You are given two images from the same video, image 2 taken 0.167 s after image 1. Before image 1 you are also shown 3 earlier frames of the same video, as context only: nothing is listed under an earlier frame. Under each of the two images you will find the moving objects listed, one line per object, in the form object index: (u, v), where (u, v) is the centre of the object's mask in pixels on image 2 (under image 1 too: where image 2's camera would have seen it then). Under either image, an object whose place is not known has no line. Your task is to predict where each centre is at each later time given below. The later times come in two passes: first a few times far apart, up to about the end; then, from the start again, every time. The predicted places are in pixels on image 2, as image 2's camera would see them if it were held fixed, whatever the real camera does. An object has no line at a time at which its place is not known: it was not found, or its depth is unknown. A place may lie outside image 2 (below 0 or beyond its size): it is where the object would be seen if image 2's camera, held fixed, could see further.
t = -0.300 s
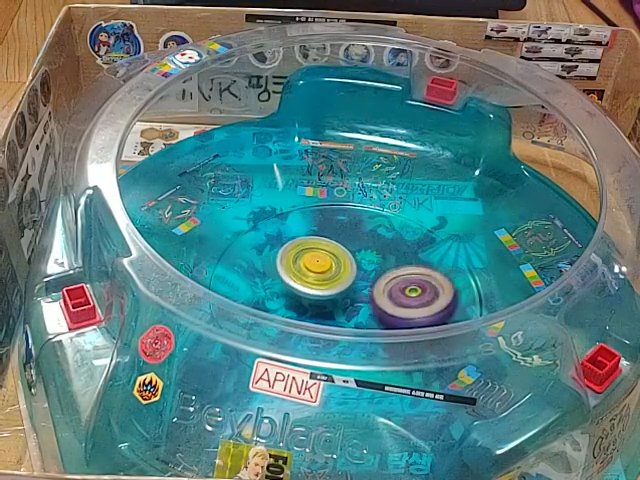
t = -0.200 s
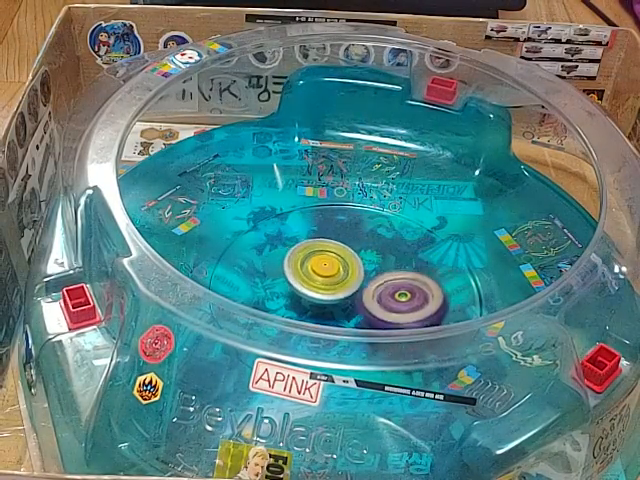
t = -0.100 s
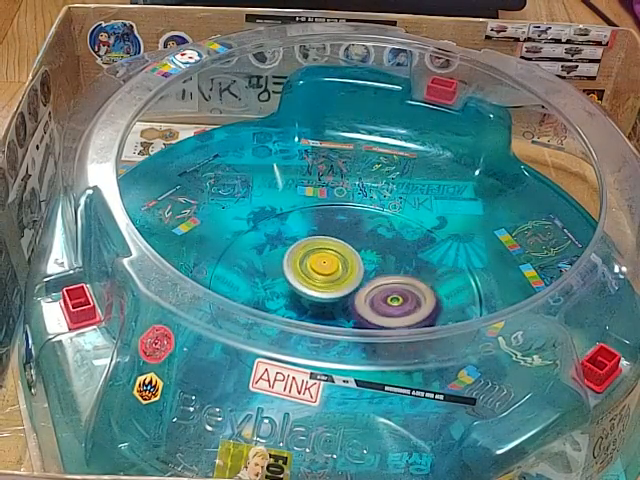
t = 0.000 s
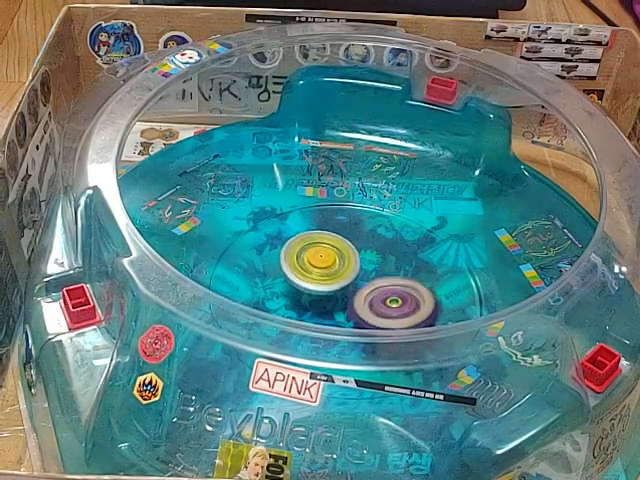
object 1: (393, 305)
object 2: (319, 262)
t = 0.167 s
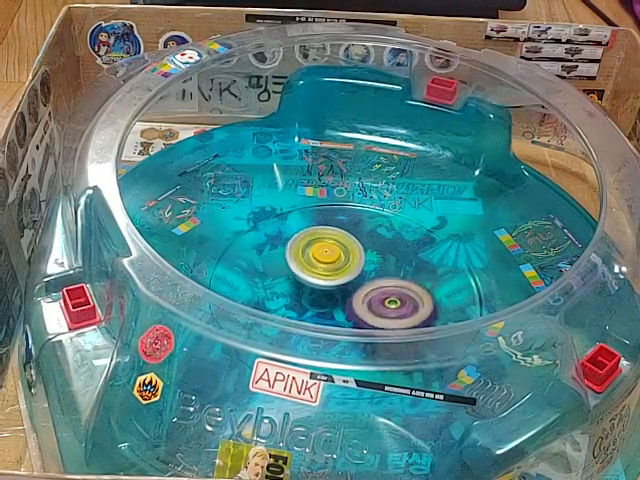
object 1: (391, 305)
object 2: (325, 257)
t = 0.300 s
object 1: (387, 308)
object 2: (329, 257)
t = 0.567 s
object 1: (367, 310)
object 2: (340, 259)
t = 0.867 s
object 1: (348, 309)
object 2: (349, 249)
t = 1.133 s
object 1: (330, 305)
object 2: (356, 249)
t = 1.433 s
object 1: (324, 303)
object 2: (370, 254)
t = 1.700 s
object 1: (313, 301)
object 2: (380, 252)
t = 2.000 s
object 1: (306, 295)
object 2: (375, 260)
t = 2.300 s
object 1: (298, 287)
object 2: (386, 267)
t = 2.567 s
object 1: (295, 270)
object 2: (400, 282)
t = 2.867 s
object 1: (306, 267)
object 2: (387, 288)
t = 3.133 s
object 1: (302, 253)
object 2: (369, 300)
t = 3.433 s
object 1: (293, 230)
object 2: (385, 314)
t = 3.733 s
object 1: (319, 254)
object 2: (383, 298)
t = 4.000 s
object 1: (325, 244)
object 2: (424, 339)
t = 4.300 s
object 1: (337, 273)
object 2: (383, 315)
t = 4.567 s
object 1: (326, 242)
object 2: (374, 327)
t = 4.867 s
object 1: (333, 238)
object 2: (367, 295)
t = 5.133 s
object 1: (328, 226)
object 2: (397, 302)
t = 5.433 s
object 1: (335, 253)
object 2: (387, 301)
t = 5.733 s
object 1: (354, 242)
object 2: (351, 311)
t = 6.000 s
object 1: (380, 236)
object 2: (322, 326)
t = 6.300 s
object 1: (365, 246)
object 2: (354, 305)
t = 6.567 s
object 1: (352, 248)
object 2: (326, 297)
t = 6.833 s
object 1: (348, 249)
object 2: (285, 310)
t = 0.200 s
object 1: (391, 306)
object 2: (325, 256)
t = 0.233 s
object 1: (390, 307)
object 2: (326, 255)
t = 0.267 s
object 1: (389, 307)
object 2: (327, 256)
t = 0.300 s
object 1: (387, 308)
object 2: (329, 257)
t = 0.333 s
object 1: (385, 308)
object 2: (331, 259)
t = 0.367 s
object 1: (382, 308)
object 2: (333, 261)
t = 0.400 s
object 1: (379, 309)
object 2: (334, 261)
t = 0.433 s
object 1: (376, 310)
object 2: (335, 262)
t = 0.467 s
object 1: (374, 311)
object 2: (336, 260)
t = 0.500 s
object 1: (372, 311)
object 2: (337, 259)
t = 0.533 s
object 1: (368, 311)
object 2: (338, 259)
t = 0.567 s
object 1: (367, 310)
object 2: (340, 259)
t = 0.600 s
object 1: (363, 311)
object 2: (341, 254)
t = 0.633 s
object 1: (359, 311)
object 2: (342, 250)
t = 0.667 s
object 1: (356, 311)
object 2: (343, 248)
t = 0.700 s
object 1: (354, 310)
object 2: (345, 247)
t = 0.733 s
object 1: (353, 309)
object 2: (345, 248)
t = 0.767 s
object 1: (352, 308)
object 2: (346, 249)
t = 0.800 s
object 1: (351, 308)
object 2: (347, 251)
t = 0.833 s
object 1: (350, 307)
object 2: (348, 253)
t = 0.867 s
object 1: (348, 309)
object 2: (349, 249)
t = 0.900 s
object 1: (345, 310)
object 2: (351, 245)
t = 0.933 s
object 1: (342, 309)
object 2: (352, 243)
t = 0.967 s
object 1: (341, 308)
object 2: (354, 243)
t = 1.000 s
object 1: (340, 307)
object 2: (354, 244)
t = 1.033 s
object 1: (339, 305)
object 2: (355, 246)
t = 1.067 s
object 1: (338, 305)
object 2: (355, 248)
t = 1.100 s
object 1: (336, 304)
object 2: (354, 250)
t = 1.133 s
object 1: (330, 305)
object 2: (356, 249)
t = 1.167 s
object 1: (325, 307)
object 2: (361, 246)
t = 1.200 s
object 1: (322, 307)
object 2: (364, 244)
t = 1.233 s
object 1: (321, 306)
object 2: (366, 245)
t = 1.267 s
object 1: (320, 306)
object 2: (368, 247)
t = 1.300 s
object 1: (321, 306)
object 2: (369, 249)
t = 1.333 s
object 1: (323, 304)
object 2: (368, 252)
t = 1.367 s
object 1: (325, 303)
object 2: (367, 255)
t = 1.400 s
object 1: (326, 303)
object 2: (367, 256)
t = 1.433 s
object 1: (324, 303)
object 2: (370, 254)
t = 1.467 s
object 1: (322, 303)
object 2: (372, 253)
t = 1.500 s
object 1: (321, 302)
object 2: (372, 253)
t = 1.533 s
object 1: (322, 302)
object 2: (372, 255)
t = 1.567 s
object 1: (323, 301)
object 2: (371, 256)
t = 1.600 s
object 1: (322, 301)
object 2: (371, 257)
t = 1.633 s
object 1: (318, 302)
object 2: (376, 254)
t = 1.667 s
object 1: (314, 301)
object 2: (378, 252)
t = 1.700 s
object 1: (313, 301)
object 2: (380, 252)
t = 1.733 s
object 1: (311, 300)
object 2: (381, 252)
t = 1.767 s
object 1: (311, 300)
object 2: (381, 254)
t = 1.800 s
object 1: (311, 299)
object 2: (378, 256)
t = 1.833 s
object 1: (312, 299)
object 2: (375, 258)
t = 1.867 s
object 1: (313, 298)
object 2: (372, 260)
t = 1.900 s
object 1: (312, 297)
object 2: (372, 260)
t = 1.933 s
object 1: (311, 297)
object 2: (372, 260)
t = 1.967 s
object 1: (309, 296)
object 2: (373, 261)
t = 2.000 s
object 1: (306, 295)
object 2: (375, 260)
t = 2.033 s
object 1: (305, 294)
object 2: (378, 260)
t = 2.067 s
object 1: (304, 293)
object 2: (379, 260)
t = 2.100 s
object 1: (306, 292)
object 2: (379, 261)
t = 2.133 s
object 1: (305, 291)
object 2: (381, 263)
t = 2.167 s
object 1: (302, 290)
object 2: (386, 263)
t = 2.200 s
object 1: (299, 289)
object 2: (389, 264)
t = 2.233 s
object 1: (298, 289)
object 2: (390, 265)
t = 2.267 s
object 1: (297, 288)
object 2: (388, 266)
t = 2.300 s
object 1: (298, 287)
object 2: (386, 267)
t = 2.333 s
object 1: (300, 286)
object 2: (383, 269)
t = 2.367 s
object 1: (297, 284)
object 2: (388, 269)
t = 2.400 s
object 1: (295, 282)
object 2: (392, 270)
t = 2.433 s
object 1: (296, 280)
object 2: (394, 271)
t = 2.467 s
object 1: (299, 278)
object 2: (394, 273)
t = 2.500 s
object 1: (300, 278)
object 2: (391, 275)
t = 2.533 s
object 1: (302, 277)
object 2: (390, 277)
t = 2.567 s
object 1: (295, 270)
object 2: (400, 282)
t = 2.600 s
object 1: (292, 266)
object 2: (406, 287)
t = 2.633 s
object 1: (292, 262)
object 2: (408, 291)
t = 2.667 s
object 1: (294, 262)
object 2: (407, 293)
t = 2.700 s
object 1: (295, 261)
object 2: (405, 292)
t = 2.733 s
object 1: (297, 262)
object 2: (401, 292)
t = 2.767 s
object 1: (301, 265)
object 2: (398, 292)
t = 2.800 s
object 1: (303, 267)
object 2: (395, 290)
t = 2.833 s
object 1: (304, 267)
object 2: (391, 288)
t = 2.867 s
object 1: (306, 267)
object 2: (387, 288)
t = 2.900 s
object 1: (303, 266)
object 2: (389, 289)
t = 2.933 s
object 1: (303, 263)
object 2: (388, 292)
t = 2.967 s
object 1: (305, 262)
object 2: (384, 293)
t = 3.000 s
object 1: (302, 258)
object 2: (384, 297)
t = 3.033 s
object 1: (302, 256)
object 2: (382, 299)
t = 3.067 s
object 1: (302, 254)
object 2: (378, 301)
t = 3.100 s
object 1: (302, 254)
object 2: (373, 301)
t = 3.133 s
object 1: (302, 253)
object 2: (369, 300)
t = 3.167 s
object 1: (302, 252)
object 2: (366, 301)
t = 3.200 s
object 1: (294, 241)
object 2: (377, 310)
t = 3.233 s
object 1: (289, 231)
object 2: (384, 313)
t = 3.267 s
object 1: (289, 228)
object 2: (389, 322)
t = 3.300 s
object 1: (289, 225)
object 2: (392, 325)
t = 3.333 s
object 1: (290, 225)
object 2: (393, 325)
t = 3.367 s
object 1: (292, 227)
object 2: (391, 326)
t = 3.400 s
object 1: (292, 229)
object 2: (390, 324)
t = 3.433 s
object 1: (293, 230)
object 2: (385, 314)
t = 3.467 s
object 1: (294, 232)
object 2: (385, 312)
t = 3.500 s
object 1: (295, 235)
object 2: (384, 310)
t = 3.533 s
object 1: (298, 238)
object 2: (383, 308)
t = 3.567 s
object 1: (300, 241)
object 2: (384, 306)
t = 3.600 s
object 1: (303, 243)
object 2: (383, 305)
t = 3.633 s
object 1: (307, 246)
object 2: (383, 303)
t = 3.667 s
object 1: (312, 249)
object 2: (384, 301)
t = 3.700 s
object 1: (315, 252)
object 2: (382, 299)
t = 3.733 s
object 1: (319, 254)
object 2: (383, 298)
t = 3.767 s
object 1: (321, 255)
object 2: (384, 298)
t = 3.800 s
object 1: (318, 249)
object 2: (396, 304)
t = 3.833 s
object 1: (315, 242)
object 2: (407, 317)
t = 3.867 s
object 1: (315, 238)
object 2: (414, 323)
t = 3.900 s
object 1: (317, 238)
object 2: (420, 328)
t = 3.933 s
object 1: (319, 239)
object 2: (422, 339)
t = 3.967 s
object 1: (322, 242)
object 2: (424, 340)
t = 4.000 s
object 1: (325, 244)
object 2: (424, 339)
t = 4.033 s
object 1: (326, 248)
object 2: (423, 328)
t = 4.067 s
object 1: (328, 253)
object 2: (422, 329)
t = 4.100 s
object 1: (330, 255)
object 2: (418, 328)
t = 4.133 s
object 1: (331, 258)
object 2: (414, 325)
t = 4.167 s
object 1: (332, 261)
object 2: (409, 323)
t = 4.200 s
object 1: (334, 263)
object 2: (406, 318)
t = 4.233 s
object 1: (335, 266)
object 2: (397, 317)
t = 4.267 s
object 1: (337, 270)
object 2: (389, 317)
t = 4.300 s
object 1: (337, 273)
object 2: (383, 315)
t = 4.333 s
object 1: (333, 261)
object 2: (379, 320)
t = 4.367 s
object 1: (328, 252)
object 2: (387, 330)
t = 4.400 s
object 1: (325, 245)
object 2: (386, 344)
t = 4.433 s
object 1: (324, 239)
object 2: (386, 344)
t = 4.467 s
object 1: (324, 238)
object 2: (380, 343)
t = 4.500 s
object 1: (324, 237)
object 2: (380, 330)
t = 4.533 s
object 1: (325, 239)
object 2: (378, 329)
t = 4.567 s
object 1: (326, 242)
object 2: (374, 327)
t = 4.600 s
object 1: (327, 244)
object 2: (372, 320)
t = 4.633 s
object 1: (327, 246)
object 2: (367, 311)
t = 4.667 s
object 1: (327, 250)
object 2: (368, 307)
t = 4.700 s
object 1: (327, 250)
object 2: (366, 303)
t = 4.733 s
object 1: (328, 248)
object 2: (365, 303)
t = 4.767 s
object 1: (330, 244)
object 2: (365, 301)
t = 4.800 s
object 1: (331, 242)
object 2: (366, 299)
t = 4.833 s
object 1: (333, 239)
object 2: (366, 297)
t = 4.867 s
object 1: (333, 238)
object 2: (367, 295)
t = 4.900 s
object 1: (334, 237)
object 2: (370, 298)
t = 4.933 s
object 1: (332, 231)
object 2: (374, 301)
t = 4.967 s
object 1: (331, 227)
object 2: (377, 302)
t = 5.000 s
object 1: (330, 225)
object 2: (381, 303)
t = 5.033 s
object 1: (329, 224)
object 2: (384, 302)
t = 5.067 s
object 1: (329, 225)
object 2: (388, 302)
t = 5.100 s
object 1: (328, 225)
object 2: (393, 301)
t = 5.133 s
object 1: (328, 226)
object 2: (397, 302)
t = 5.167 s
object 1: (328, 229)
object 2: (402, 302)
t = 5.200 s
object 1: (328, 232)
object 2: (403, 302)
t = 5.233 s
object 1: (329, 236)
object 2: (402, 302)
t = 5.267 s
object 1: (329, 241)
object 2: (401, 302)
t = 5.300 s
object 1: (331, 245)
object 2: (397, 302)
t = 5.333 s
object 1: (332, 248)
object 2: (396, 302)
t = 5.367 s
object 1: (334, 251)
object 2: (391, 301)
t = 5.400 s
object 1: (335, 253)
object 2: (389, 299)
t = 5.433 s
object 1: (335, 253)
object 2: (387, 301)
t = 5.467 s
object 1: (334, 251)
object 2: (388, 304)
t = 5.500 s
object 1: (336, 252)
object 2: (383, 305)
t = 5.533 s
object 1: (336, 251)
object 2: (381, 304)
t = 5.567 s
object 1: (338, 251)
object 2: (379, 306)
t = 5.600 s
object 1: (340, 251)
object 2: (377, 308)
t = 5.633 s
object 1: (342, 249)
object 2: (373, 308)
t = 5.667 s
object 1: (343, 249)
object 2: (369, 308)
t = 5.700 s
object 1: (344, 248)
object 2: (366, 305)
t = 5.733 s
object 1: (354, 242)
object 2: (351, 311)
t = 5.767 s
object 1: (364, 235)
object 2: (332, 316)
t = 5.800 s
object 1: (374, 229)
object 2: (325, 326)
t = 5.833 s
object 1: (381, 226)
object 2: (314, 334)
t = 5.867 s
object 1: (385, 226)
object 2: (314, 335)
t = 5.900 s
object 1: (386, 229)
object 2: (311, 334)
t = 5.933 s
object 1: (383, 231)
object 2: (314, 331)
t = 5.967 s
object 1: (382, 234)
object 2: (318, 333)
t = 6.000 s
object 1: (380, 236)
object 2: (322, 326)
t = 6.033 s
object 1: (377, 239)
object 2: (328, 326)
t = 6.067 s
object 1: (375, 242)
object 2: (332, 320)
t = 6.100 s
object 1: (374, 244)
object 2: (337, 316)
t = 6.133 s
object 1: (371, 247)
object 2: (343, 304)
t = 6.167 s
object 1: (370, 248)
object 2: (351, 301)
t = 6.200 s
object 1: (368, 247)
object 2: (350, 302)
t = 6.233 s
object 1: (366, 247)
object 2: (352, 304)
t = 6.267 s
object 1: (365, 246)
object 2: (355, 304)
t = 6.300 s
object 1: (365, 246)
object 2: (354, 305)
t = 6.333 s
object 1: (363, 247)
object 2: (351, 306)
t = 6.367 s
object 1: (362, 248)
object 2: (349, 307)
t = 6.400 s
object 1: (358, 248)
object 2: (345, 305)
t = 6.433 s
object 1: (356, 250)
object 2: (345, 301)
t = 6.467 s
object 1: (353, 250)
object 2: (346, 299)
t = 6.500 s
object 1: (351, 252)
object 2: (346, 296)
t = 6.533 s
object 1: (351, 250)
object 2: (337, 297)
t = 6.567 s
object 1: (352, 248)
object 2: (326, 297)
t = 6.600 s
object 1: (352, 247)
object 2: (314, 298)
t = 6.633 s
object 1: (352, 248)
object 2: (302, 300)
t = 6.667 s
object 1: (351, 248)
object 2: (296, 300)
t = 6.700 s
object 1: (351, 251)
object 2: (291, 302)
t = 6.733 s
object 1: (351, 251)
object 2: (289, 305)
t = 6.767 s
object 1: (350, 251)
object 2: (290, 310)
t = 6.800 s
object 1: (350, 251)
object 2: (291, 311)
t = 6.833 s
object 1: (348, 249)
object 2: (285, 310)
